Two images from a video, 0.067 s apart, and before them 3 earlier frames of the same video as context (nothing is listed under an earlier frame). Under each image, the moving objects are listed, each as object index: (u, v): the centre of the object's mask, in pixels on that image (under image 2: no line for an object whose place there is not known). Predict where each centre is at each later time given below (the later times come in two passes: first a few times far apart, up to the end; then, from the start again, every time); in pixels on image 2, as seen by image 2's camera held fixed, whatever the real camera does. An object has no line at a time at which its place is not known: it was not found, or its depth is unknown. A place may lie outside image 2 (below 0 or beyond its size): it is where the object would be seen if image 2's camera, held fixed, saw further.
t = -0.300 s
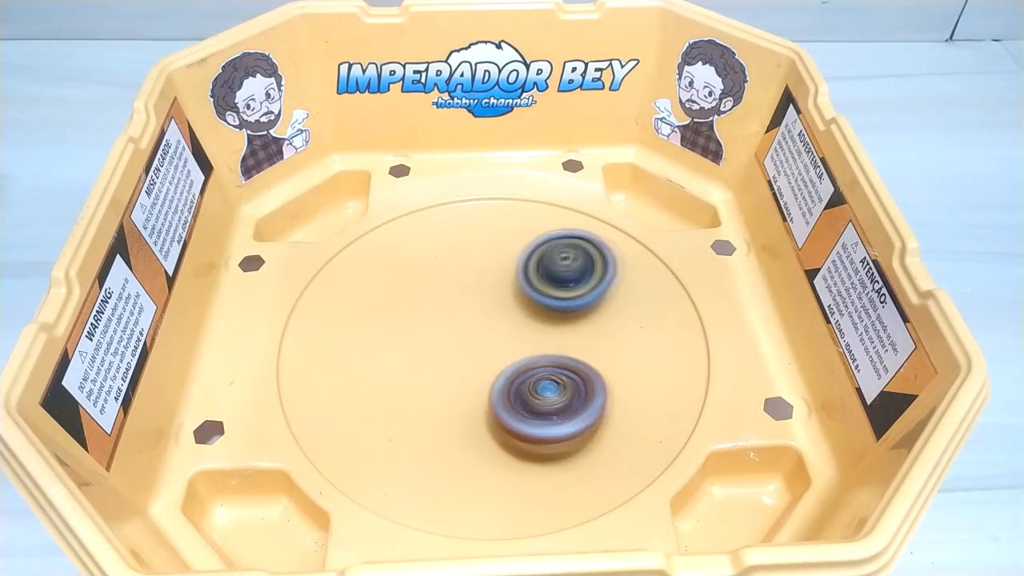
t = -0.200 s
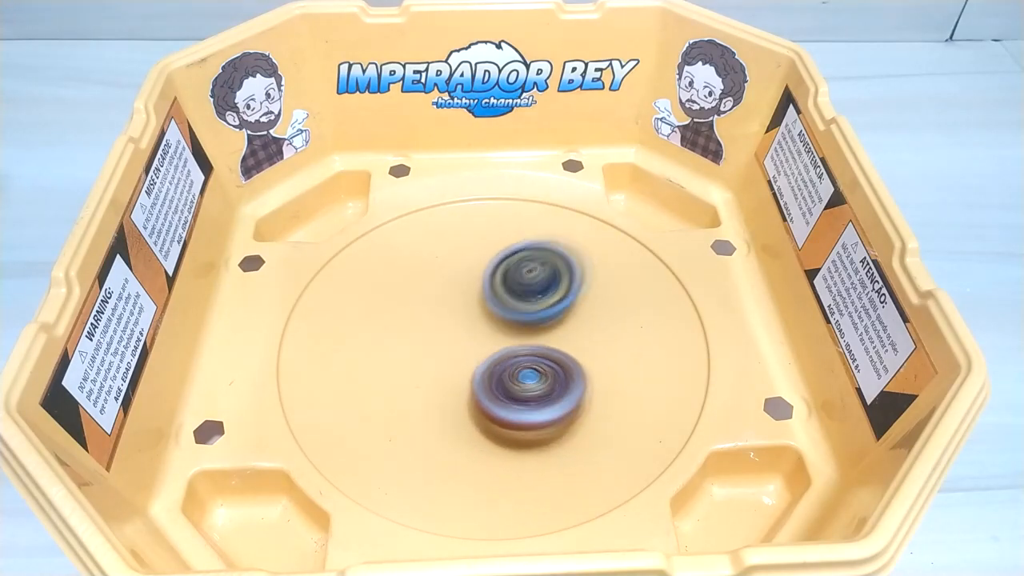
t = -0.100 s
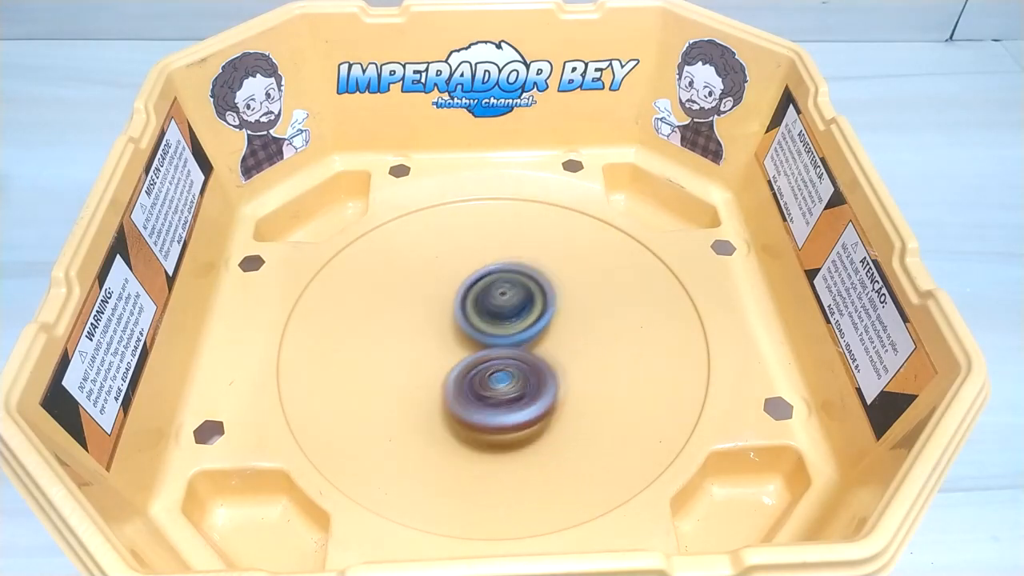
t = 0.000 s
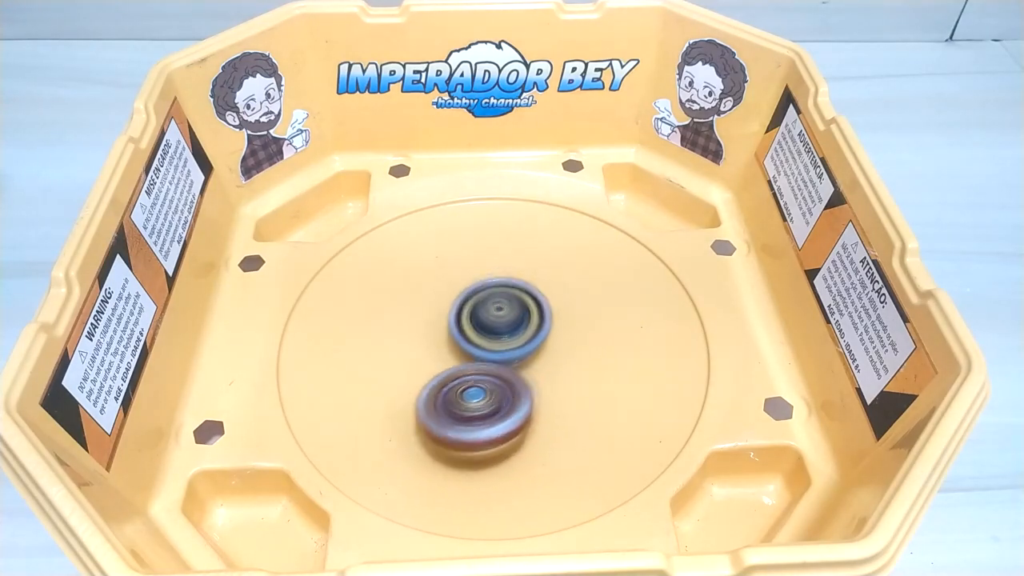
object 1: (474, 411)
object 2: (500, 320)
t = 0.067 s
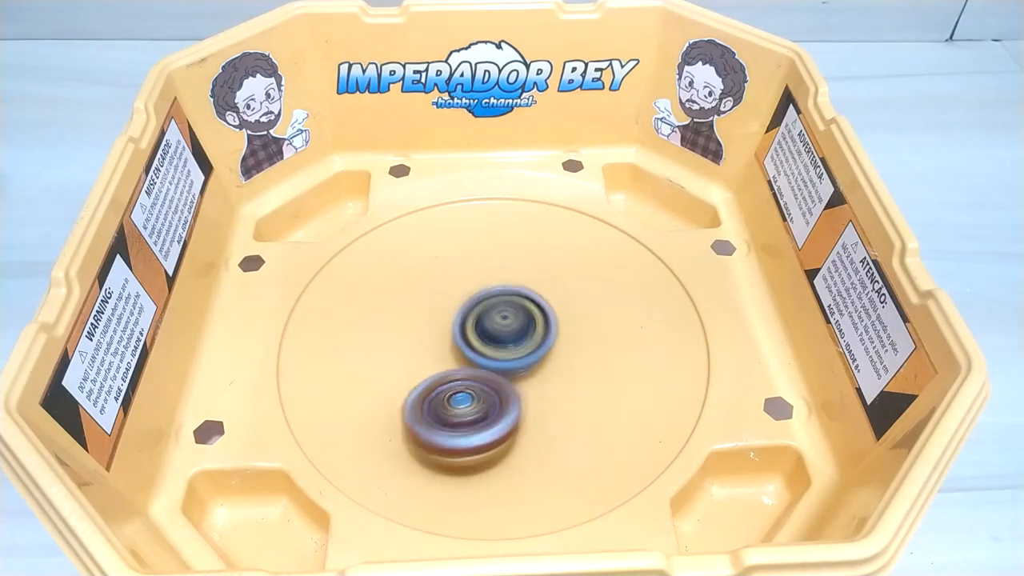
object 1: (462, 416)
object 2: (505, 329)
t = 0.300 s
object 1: (422, 421)
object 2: (535, 341)
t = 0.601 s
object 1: (399, 394)
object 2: (531, 328)
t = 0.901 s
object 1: (375, 348)
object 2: (522, 338)
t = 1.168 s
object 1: (384, 307)
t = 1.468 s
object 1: (421, 275)
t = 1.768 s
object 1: (477, 261)
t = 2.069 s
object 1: (535, 254)
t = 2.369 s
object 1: (569, 275)
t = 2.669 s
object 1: (578, 323)
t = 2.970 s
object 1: (561, 371)
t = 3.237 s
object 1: (534, 399)
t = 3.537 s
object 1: (492, 401)
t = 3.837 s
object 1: (459, 397)
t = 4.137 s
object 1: (447, 375)
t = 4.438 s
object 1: (458, 355)
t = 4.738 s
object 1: (475, 347)
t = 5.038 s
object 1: (497, 345)
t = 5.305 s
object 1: (503, 354)
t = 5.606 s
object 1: (495, 379)
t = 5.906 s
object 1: (480, 386)
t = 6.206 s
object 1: (461, 371)
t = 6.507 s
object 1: (432, 339)
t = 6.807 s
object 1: (432, 309)
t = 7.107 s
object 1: (461, 289)
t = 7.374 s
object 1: (497, 291)
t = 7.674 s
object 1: (532, 311)
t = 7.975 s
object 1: (543, 342)
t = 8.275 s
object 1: (521, 373)
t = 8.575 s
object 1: (482, 381)
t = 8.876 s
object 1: (450, 372)
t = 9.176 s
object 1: (437, 348)
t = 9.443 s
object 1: (441, 332)
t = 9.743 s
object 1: (456, 319)
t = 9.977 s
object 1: (465, 317)
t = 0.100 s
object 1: (455, 420)
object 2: (509, 333)
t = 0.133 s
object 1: (448, 420)
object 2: (514, 337)
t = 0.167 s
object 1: (443, 422)
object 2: (518, 339)
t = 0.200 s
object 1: (437, 423)
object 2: (523, 340)
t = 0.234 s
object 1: (431, 422)
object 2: (528, 342)
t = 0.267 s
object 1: (427, 422)
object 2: (531, 342)
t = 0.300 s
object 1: (422, 421)
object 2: (535, 341)
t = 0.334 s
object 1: (418, 419)
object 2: (538, 340)
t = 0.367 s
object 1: (414, 419)
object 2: (540, 339)
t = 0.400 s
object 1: (410, 417)
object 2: (542, 338)
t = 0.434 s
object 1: (407, 414)
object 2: (543, 336)
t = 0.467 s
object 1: (405, 411)
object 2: (543, 334)
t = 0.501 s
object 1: (403, 407)
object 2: (542, 332)
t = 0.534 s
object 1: (401, 403)
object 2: (539, 330)
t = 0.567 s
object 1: (400, 399)
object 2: (536, 329)
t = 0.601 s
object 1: (399, 394)
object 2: (531, 328)
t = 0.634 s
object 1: (399, 389)
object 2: (527, 328)
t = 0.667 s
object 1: (399, 385)
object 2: (523, 329)
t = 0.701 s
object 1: (398, 379)
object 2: (519, 330)
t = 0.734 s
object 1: (399, 373)
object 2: (514, 332)
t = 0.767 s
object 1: (400, 368)
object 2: (511, 334)
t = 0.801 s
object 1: (396, 362)
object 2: (511, 335)
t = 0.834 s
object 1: (384, 353)
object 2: (517, 336)
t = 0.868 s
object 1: (378, 353)
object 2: (519, 337)
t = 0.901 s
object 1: (375, 348)
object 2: (522, 338)
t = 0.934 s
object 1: (375, 340)
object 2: (523, 337)
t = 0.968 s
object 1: (373, 338)
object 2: (524, 336)
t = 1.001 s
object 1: (375, 330)
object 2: (524, 335)
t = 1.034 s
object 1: (376, 324)
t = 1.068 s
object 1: (378, 321)
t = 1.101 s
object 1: (379, 315)
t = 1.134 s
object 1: (381, 311)
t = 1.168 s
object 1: (384, 307)
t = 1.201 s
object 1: (386, 303)
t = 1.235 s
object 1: (390, 298)
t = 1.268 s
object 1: (393, 294)
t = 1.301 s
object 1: (397, 291)
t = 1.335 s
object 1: (401, 287)
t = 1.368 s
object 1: (405, 284)
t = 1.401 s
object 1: (410, 281)
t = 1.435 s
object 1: (415, 278)
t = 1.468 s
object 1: (421, 275)
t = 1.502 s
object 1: (426, 273)
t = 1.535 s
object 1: (432, 270)
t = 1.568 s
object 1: (438, 268)
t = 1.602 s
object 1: (444, 267)
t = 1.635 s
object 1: (450, 265)
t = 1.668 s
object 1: (457, 264)
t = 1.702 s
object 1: (463, 263)
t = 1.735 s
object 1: (470, 262)
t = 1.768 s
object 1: (477, 261)
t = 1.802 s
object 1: (483, 261)
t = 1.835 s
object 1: (490, 260)
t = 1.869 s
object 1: (496, 261)
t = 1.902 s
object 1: (503, 260)
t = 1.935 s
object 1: (511, 256)
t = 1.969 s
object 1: (518, 255)
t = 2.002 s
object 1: (523, 255)
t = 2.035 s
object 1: (530, 254)
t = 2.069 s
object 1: (535, 254)
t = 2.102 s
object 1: (540, 255)
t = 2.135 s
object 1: (545, 256)
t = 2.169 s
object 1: (549, 258)
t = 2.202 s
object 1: (553, 260)
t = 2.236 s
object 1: (557, 263)
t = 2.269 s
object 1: (561, 265)
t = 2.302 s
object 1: (564, 267)
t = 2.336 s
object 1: (567, 271)
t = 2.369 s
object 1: (569, 275)
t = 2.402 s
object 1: (572, 279)
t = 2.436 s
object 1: (573, 284)
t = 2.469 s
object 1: (575, 288)
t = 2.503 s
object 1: (576, 294)
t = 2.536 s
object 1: (577, 300)
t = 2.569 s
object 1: (578, 306)
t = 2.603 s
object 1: (578, 311)
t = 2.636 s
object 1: (578, 317)
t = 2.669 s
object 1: (578, 323)
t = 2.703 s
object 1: (577, 328)
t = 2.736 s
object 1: (576, 335)
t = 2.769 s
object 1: (575, 340)
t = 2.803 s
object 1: (574, 346)
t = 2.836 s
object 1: (571, 351)
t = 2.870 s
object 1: (569, 357)
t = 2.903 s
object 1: (567, 361)
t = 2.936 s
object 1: (564, 366)
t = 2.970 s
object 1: (561, 371)
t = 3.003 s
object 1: (560, 376)
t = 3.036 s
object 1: (558, 380)
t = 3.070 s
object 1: (555, 384)
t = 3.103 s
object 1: (552, 387)
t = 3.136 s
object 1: (548, 389)
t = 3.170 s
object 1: (544, 391)
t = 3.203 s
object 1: (540, 393)
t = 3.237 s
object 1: (534, 399)
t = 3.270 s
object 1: (532, 396)
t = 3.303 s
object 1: (528, 398)
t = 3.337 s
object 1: (523, 399)
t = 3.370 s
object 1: (518, 399)
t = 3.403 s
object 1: (513, 400)
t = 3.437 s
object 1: (507, 399)
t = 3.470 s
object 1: (502, 399)
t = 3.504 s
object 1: (496, 399)
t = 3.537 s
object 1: (492, 401)
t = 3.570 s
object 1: (487, 406)
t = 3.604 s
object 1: (484, 406)
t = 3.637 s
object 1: (479, 403)
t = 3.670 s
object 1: (476, 397)
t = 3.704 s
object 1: (471, 400)
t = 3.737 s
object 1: (467, 393)
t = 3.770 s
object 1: (463, 397)
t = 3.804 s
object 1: (461, 398)
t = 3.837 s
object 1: (459, 397)
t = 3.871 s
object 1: (458, 392)
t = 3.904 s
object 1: (455, 392)
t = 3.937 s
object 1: (453, 389)
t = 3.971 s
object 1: (451, 387)
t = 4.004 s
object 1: (450, 386)
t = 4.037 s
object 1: (449, 383)
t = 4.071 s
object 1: (448, 380)
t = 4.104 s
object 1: (448, 375)
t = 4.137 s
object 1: (447, 375)
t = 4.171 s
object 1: (448, 374)
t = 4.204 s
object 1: (448, 373)
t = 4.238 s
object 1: (449, 369)
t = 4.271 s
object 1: (451, 366)
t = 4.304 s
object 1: (452, 363)
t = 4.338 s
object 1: (453, 360)
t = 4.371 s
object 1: (455, 357)
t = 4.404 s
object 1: (456, 356)
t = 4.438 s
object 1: (458, 355)
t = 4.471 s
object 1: (460, 353)
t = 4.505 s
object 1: (462, 351)
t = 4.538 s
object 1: (464, 350)
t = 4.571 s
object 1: (465, 351)
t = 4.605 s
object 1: (467, 350)
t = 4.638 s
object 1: (469, 348)
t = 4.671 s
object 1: (471, 349)
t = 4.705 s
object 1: (473, 348)
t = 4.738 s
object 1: (475, 347)
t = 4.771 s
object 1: (478, 348)
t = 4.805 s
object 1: (479, 349)
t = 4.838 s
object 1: (482, 348)
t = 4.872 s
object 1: (485, 349)
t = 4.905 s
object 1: (487, 348)
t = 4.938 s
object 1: (490, 347)
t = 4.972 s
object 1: (493, 346)
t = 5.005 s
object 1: (495, 346)
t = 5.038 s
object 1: (497, 345)
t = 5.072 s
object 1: (500, 343)
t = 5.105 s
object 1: (501, 344)
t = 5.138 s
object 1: (502, 342)
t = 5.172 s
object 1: (501, 350)
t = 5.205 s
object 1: (501, 351)
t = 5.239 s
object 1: (502, 352)
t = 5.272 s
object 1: (502, 353)
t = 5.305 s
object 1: (503, 354)
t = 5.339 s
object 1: (503, 354)
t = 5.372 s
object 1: (504, 355)
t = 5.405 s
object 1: (502, 359)
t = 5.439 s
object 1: (499, 365)
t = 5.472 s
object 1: (497, 370)
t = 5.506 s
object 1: (497, 372)
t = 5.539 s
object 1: (496, 375)
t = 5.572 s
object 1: (495, 376)
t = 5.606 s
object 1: (495, 379)
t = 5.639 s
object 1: (494, 381)
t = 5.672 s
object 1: (492, 383)
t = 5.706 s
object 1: (491, 384)
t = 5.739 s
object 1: (491, 383)
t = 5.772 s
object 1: (490, 384)
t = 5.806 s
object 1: (488, 384)
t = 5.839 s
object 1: (486, 385)
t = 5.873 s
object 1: (482, 385)
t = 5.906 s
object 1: (480, 386)
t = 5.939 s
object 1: (477, 385)
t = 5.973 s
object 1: (474, 385)
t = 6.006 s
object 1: (472, 384)
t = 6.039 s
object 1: (470, 382)
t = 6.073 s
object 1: (468, 381)
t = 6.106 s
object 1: (466, 379)
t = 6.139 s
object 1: (464, 377)
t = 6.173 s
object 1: (462, 371)
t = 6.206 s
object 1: (461, 371)
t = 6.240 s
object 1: (458, 368)
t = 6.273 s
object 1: (453, 365)
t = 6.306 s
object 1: (449, 362)
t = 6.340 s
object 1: (447, 359)
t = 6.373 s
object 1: (444, 355)
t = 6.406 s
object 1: (441, 352)
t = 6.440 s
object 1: (436, 348)
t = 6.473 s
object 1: (434, 344)
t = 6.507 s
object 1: (432, 339)
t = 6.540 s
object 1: (430, 337)
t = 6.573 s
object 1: (429, 333)
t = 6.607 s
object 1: (428, 328)
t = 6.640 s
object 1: (427, 326)
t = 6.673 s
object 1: (427, 322)
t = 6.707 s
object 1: (428, 318)
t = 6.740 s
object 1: (428, 315)
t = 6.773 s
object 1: (430, 312)
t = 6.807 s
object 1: (432, 309)
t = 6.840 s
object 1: (433, 306)
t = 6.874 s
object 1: (437, 301)
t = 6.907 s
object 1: (440, 299)
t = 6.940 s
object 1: (442, 297)
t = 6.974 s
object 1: (446, 294)
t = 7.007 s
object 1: (450, 291)
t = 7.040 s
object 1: (453, 291)
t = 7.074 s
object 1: (456, 289)
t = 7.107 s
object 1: (461, 289)
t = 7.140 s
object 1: (464, 289)
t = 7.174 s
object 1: (469, 288)
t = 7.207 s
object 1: (473, 289)
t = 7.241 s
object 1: (477, 289)
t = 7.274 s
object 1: (482, 290)
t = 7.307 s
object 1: (488, 290)
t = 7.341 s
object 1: (492, 290)
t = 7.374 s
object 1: (497, 291)
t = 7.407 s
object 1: (502, 293)
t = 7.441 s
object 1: (506, 294)
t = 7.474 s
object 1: (510, 295)
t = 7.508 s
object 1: (515, 297)
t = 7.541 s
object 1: (518, 300)
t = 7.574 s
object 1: (522, 302)
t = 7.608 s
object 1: (526, 305)
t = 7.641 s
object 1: (529, 307)
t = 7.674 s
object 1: (532, 311)
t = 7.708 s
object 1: (535, 314)
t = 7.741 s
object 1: (537, 318)
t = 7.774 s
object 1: (539, 321)
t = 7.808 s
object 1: (540, 325)
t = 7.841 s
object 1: (542, 328)
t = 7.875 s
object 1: (542, 331)
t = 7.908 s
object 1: (543, 335)
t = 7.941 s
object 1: (543, 338)
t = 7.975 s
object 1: (543, 342)
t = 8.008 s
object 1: (542, 347)
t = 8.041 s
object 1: (541, 349)
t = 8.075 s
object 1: (539, 353)
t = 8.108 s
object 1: (537, 356)
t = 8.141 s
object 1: (535, 358)
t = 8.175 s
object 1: (532, 361)
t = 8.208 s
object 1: (528, 364)
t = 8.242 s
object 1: (525, 365)
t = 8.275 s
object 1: (521, 373)
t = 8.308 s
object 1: (516, 374)
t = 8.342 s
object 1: (513, 375)
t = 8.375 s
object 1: (509, 372)
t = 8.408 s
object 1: (503, 378)
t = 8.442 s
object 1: (499, 379)
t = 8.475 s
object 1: (494, 380)
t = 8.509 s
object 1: (489, 380)
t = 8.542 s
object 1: (487, 381)
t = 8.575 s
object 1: (482, 381)
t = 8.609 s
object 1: (478, 380)
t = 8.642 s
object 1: (474, 380)
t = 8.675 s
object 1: (470, 379)
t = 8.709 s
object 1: (466, 377)
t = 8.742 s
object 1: (463, 376)
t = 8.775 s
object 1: (458, 377)
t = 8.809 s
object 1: (454, 375)
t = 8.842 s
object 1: (452, 375)
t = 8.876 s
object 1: (450, 372)
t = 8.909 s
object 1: (447, 370)
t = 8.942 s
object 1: (445, 369)
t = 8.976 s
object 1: (443, 365)
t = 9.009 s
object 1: (442, 363)
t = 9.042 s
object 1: (441, 360)
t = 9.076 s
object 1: (440, 356)
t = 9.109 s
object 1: (440, 353)
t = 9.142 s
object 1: (439, 351)
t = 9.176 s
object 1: (437, 348)
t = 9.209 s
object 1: (437, 346)
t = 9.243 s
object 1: (437, 343)
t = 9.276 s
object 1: (437, 342)
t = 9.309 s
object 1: (437, 339)
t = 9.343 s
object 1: (437, 337)
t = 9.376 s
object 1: (438, 336)
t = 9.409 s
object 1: (439, 334)
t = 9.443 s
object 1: (441, 332)
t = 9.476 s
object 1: (442, 330)
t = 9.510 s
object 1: (443, 328)
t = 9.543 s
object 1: (445, 327)
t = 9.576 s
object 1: (446, 326)
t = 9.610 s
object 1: (448, 324)
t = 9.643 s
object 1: (450, 322)
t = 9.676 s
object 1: (452, 321)
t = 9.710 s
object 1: (455, 320)
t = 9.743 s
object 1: (456, 319)
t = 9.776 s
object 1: (456, 318)
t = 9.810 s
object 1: (457, 317)
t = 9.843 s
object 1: (458, 316)
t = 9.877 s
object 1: (459, 316)
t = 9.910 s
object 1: (461, 316)
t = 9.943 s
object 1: (463, 317)
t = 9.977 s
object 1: (465, 317)
